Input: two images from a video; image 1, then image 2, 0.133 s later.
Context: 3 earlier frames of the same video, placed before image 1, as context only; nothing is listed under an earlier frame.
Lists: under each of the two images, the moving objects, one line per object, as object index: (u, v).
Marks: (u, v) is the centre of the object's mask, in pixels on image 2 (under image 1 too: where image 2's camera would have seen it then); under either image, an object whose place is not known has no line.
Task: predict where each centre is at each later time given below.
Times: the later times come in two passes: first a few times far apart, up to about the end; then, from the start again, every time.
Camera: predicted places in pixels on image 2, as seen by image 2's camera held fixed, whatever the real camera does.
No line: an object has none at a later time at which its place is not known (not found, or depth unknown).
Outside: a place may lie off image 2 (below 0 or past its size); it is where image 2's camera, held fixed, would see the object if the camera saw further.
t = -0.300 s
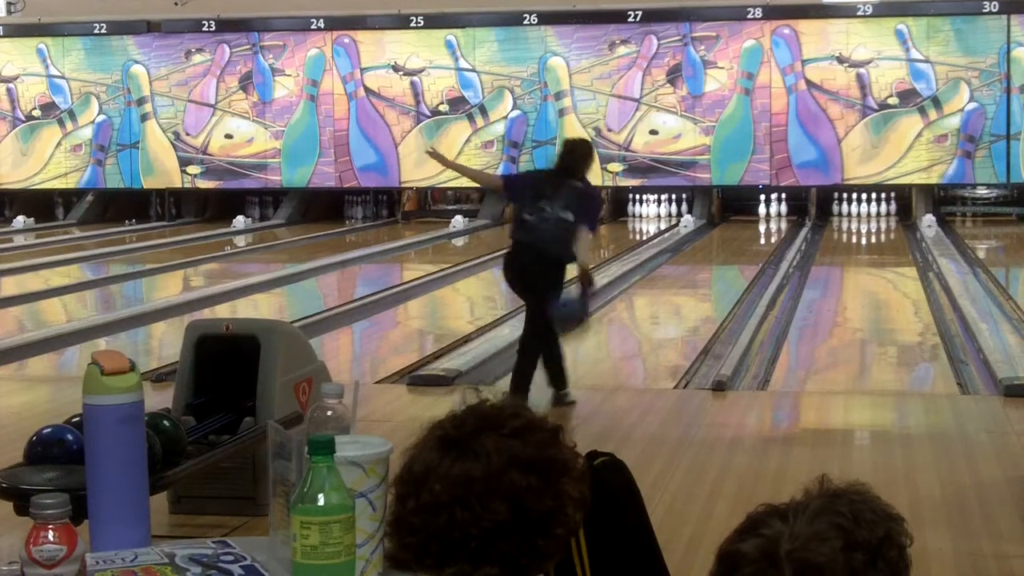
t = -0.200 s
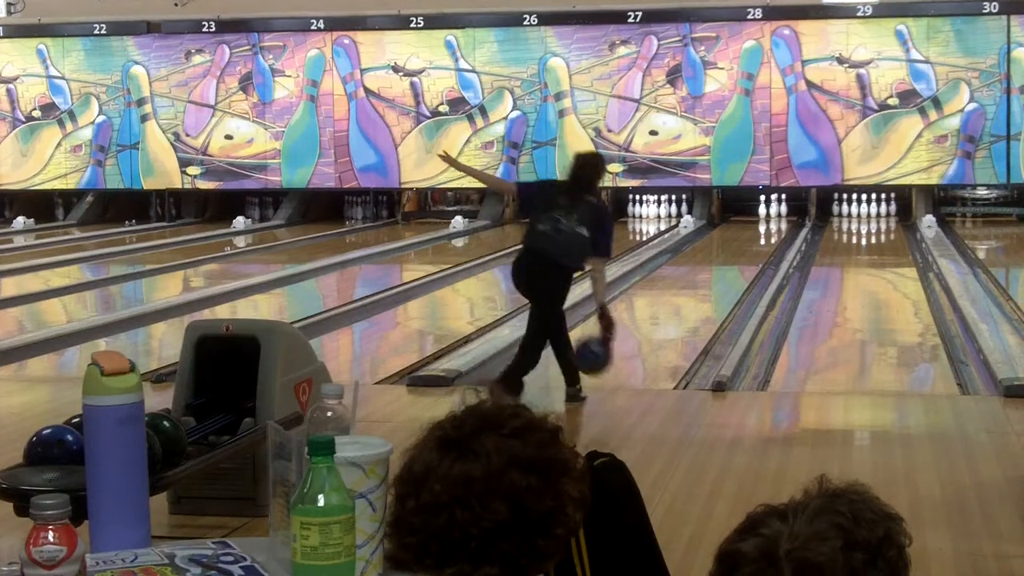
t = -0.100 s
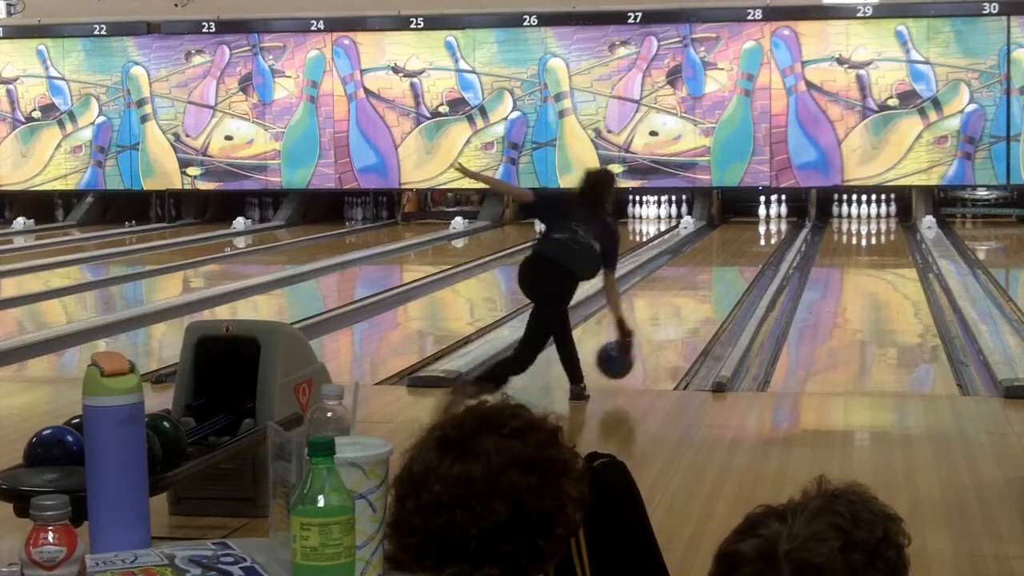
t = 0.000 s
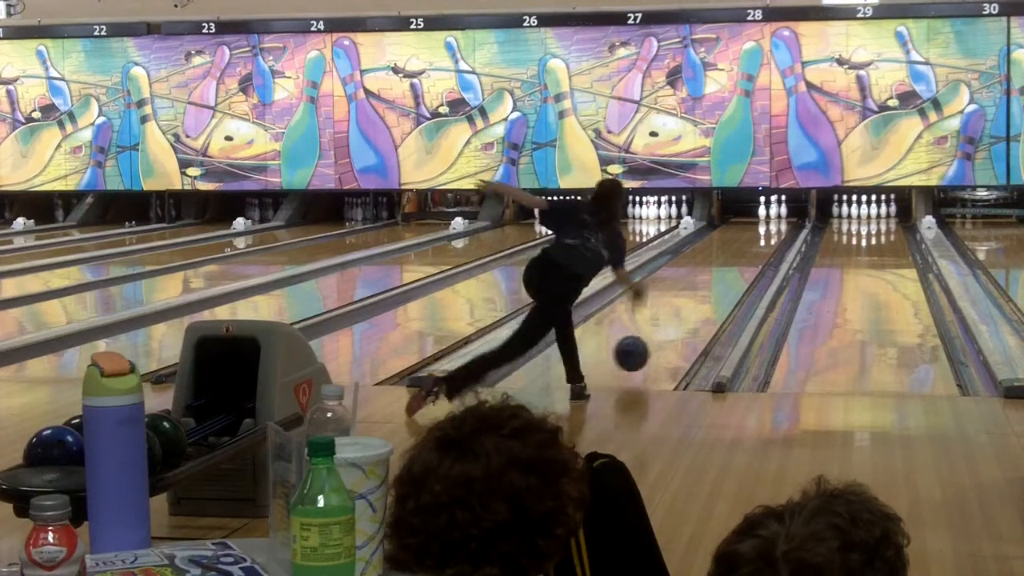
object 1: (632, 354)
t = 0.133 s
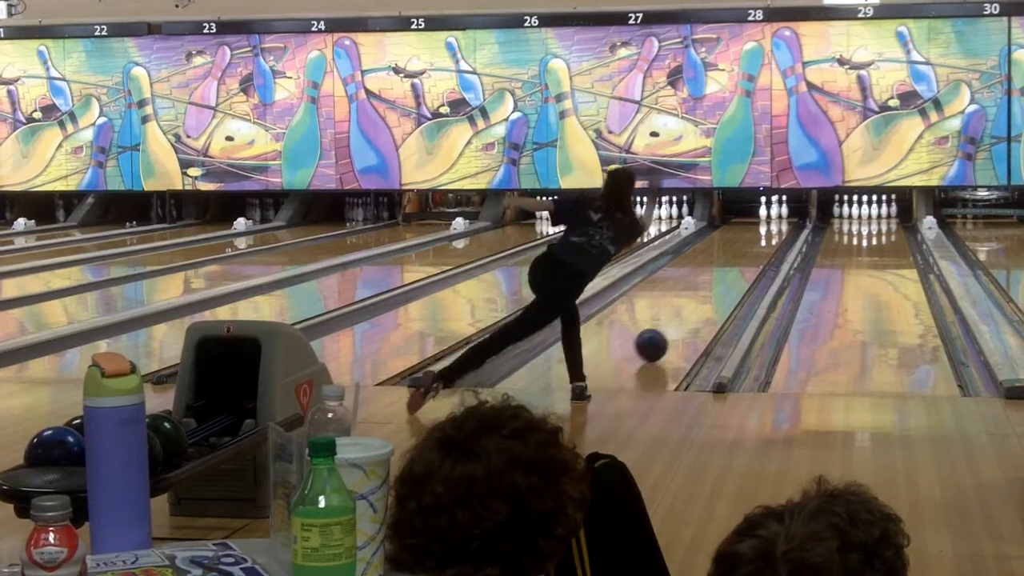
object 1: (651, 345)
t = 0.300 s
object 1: (671, 327)
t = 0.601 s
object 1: (697, 302)
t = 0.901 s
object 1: (717, 282)
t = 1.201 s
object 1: (731, 267)
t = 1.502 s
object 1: (742, 255)
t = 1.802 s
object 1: (750, 246)
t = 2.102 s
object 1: (756, 237)
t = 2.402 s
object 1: (758, 230)
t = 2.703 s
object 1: (757, 224)
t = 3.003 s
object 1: (755, 219)
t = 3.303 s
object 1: (752, 214)
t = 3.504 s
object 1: (751, 212)
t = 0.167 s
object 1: (655, 341)
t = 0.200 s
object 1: (659, 338)
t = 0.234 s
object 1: (663, 334)
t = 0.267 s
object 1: (667, 331)
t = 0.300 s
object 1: (671, 327)
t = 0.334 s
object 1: (674, 324)
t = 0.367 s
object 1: (677, 321)
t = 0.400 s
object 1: (680, 318)
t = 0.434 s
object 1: (684, 315)
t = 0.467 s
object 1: (686, 313)
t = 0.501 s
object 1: (689, 310)
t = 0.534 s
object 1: (692, 307)
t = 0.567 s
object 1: (695, 305)
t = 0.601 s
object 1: (697, 302)
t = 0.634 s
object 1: (700, 300)
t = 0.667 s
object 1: (702, 297)
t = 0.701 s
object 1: (704, 295)
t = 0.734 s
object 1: (706, 293)
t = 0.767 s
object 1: (709, 291)
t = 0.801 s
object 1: (711, 288)
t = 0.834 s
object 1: (713, 286)
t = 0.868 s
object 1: (715, 284)
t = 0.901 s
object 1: (717, 282)
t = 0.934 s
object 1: (718, 280)
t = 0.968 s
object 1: (720, 279)
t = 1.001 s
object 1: (722, 277)
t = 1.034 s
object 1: (724, 275)
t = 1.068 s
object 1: (725, 273)
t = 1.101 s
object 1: (727, 272)
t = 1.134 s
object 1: (728, 270)
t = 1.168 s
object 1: (730, 269)
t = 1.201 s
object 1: (731, 267)
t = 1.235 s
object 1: (733, 265)
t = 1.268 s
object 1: (734, 264)
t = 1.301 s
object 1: (734, 263)
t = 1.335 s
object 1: (736, 262)
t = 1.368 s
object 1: (737, 261)
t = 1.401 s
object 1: (738, 258)
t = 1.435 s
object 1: (739, 258)
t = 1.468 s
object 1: (741, 256)
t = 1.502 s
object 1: (742, 255)
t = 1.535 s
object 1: (743, 253)
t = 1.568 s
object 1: (744, 252)
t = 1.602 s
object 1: (745, 251)
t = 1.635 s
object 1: (745, 251)
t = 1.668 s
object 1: (746, 249)
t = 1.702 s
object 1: (747, 249)
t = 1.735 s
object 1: (748, 247)
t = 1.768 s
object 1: (749, 246)
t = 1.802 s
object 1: (750, 246)
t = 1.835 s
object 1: (751, 246)
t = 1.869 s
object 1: (754, 245)
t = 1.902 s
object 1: (757, 242)
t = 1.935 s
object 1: (756, 243)
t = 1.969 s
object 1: (756, 238)
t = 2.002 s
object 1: (754, 239)
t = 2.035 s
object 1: (754, 238)
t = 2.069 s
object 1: (755, 237)
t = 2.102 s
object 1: (756, 237)
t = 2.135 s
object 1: (756, 236)
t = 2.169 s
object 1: (756, 235)
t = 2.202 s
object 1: (757, 234)
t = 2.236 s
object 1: (757, 233)
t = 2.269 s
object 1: (757, 233)
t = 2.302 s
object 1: (758, 232)
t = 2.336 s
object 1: (758, 231)
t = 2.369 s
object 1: (758, 231)
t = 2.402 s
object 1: (758, 230)
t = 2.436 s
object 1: (758, 229)
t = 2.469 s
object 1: (758, 229)
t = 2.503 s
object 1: (758, 228)
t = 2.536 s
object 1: (759, 227)
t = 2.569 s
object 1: (758, 227)
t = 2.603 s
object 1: (759, 226)
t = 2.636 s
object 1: (758, 226)
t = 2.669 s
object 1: (758, 225)
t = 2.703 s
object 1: (757, 224)
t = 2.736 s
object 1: (757, 223)
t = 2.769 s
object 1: (757, 223)
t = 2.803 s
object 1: (756, 223)
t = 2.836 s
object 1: (756, 222)
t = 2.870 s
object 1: (755, 221)
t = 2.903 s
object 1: (755, 220)
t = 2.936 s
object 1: (755, 220)
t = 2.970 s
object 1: (755, 220)
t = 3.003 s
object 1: (755, 219)
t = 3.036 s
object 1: (754, 217)
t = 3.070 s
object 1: (754, 217)
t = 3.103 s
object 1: (754, 217)
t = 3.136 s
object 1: (754, 217)
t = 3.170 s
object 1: (753, 215)
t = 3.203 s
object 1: (753, 215)
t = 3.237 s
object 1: (753, 216)
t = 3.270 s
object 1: (753, 216)
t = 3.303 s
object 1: (752, 214)
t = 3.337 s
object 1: (752, 214)
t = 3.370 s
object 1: (752, 213)
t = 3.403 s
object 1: (752, 213)
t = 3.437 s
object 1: (752, 213)
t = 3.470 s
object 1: (751, 213)
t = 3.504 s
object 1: (751, 212)
